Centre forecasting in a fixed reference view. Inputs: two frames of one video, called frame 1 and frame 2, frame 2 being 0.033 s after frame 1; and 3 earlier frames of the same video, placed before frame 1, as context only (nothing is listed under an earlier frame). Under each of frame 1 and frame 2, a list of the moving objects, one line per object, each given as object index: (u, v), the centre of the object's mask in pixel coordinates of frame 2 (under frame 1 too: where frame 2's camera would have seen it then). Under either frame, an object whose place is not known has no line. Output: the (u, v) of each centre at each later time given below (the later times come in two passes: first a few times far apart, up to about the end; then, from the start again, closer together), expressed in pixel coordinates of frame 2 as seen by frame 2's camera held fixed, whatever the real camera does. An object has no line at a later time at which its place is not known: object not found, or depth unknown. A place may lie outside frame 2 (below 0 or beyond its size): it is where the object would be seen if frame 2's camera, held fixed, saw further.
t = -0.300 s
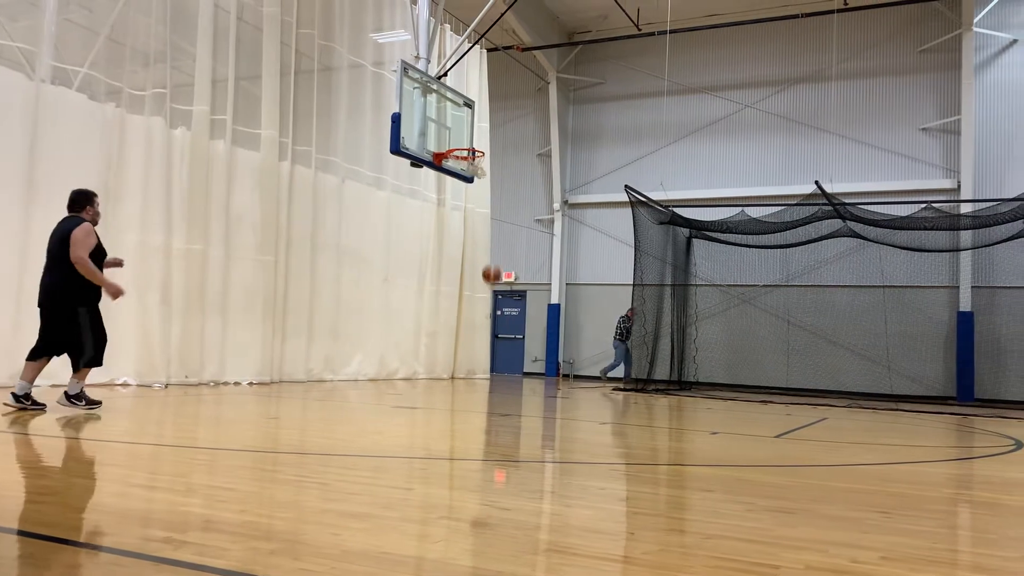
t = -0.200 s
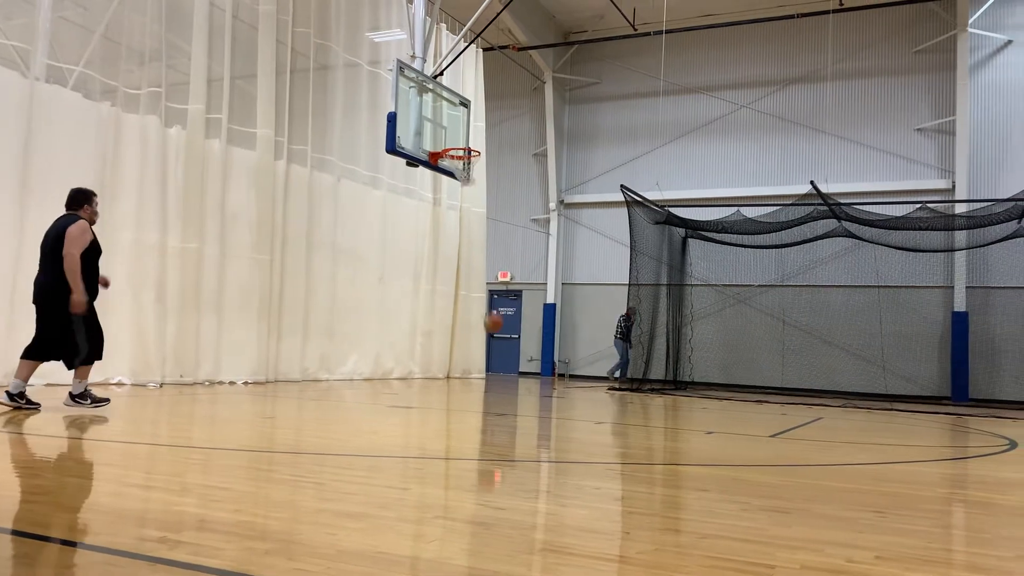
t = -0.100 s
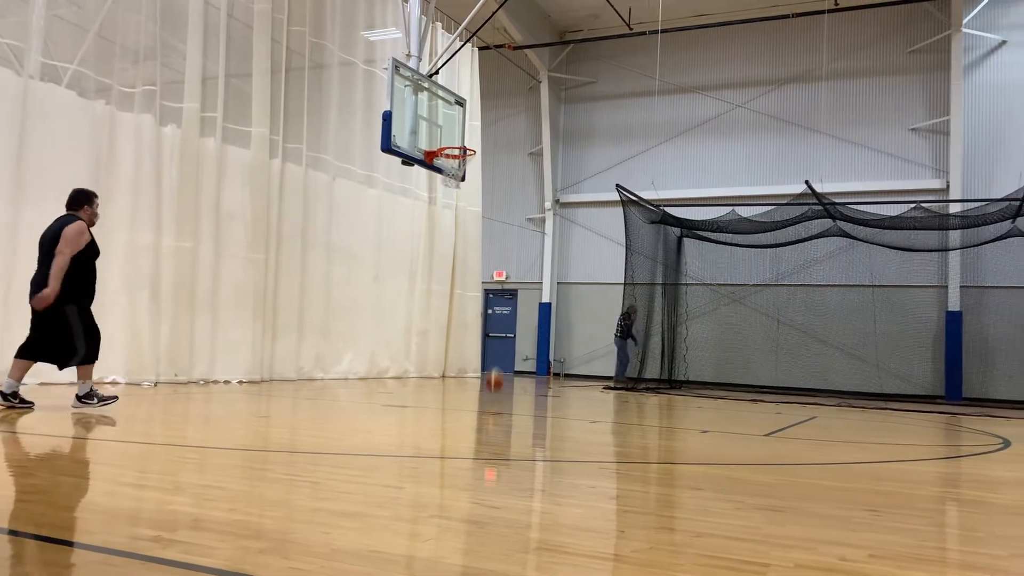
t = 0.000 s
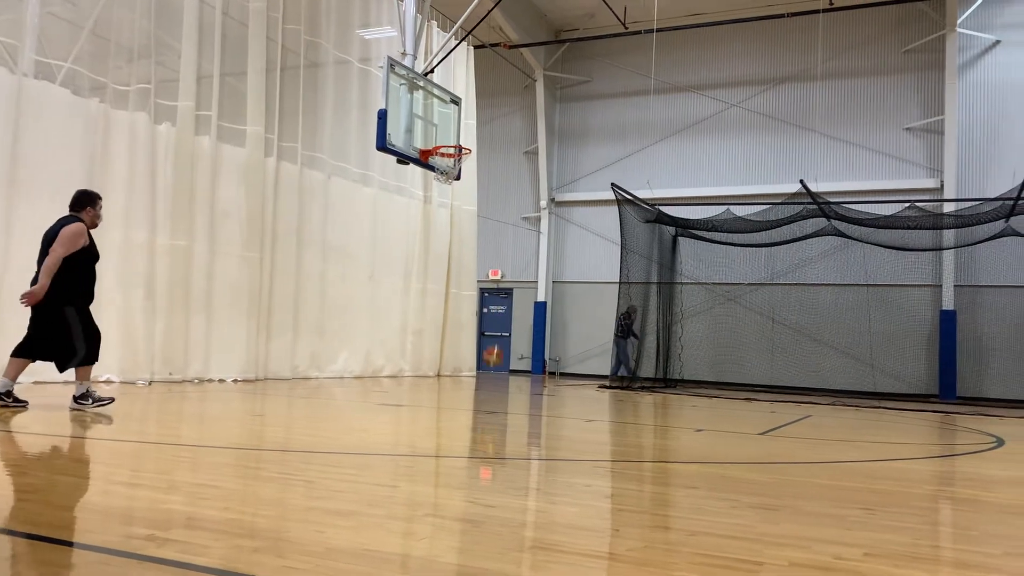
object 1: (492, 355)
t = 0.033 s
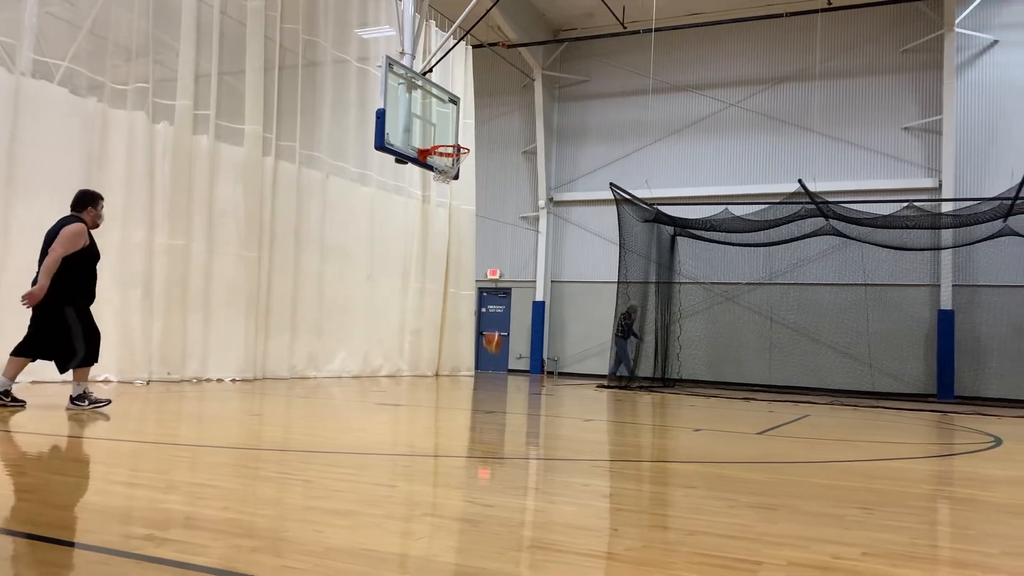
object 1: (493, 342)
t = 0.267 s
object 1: (496, 269)
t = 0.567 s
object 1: (500, 240)
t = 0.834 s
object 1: (500, 282)
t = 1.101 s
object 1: (501, 398)
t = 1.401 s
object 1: (509, 305)
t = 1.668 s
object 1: (518, 295)
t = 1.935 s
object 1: (524, 364)
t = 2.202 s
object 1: (536, 351)
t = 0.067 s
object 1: (493, 329)
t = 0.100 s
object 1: (494, 316)
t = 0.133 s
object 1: (494, 305)
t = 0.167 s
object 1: (496, 294)
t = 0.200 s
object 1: (495, 285)
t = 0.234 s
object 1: (496, 277)
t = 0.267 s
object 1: (496, 269)
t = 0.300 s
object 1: (498, 261)
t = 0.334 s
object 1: (498, 256)
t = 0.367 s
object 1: (498, 251)
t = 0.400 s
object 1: (499, 247)
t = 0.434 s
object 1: (499, 243)
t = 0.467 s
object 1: (499, 241)
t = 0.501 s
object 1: (499, 240)
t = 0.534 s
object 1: (499, 239)
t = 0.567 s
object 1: (500, 240)
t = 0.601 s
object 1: (500, 241)
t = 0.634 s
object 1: (500, 244)
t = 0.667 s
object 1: (500, 247)
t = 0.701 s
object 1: (500, 252)
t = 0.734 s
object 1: (500, 258)
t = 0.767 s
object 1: (500, 264)
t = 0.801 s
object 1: (500, 272)
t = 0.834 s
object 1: (500, 282)
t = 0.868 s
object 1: (500, 292)
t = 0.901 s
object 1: (499, 303)
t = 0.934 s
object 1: (499, 315)
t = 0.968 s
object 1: (499, 329)
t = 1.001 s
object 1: (499, 344)
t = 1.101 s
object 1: (501, 398)
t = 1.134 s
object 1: (501, 386)
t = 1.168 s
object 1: (502, 372)
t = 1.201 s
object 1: (503, 359)
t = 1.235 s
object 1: (504, 347)
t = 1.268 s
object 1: (506, 337)
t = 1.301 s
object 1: (506, 326)
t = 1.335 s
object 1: (508, 319)
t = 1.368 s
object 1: (508, 311)
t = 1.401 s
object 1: (509, 305)
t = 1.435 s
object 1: (511, 299)
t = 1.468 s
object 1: (512, 296)
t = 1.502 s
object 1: (512, 292)
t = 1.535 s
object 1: (513, 291)
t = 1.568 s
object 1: (515, 290)
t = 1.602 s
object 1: (516, 290)
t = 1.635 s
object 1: (517, 292)
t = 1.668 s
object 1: (518, 295)
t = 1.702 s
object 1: (520, 300)
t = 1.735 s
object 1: (519, 305)
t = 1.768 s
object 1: (522, 311)
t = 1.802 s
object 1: (523, 319)
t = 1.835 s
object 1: (524, 328)
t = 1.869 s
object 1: (524, 339)
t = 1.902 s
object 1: (526, 351)
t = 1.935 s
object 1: (524, 364)
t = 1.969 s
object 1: (527, 379)
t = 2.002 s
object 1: (528, 396)
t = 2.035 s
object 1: (530, 406)
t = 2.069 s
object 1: (531, 392)
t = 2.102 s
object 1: (533, 380)
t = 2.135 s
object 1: (533, 368)
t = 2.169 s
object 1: (535, 359)
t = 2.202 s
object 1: (536, 351)
